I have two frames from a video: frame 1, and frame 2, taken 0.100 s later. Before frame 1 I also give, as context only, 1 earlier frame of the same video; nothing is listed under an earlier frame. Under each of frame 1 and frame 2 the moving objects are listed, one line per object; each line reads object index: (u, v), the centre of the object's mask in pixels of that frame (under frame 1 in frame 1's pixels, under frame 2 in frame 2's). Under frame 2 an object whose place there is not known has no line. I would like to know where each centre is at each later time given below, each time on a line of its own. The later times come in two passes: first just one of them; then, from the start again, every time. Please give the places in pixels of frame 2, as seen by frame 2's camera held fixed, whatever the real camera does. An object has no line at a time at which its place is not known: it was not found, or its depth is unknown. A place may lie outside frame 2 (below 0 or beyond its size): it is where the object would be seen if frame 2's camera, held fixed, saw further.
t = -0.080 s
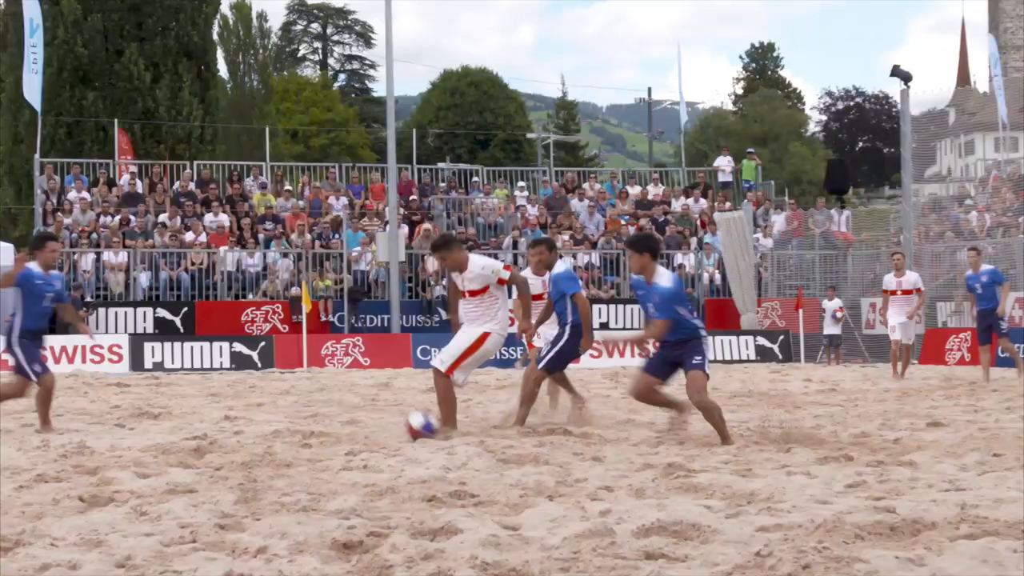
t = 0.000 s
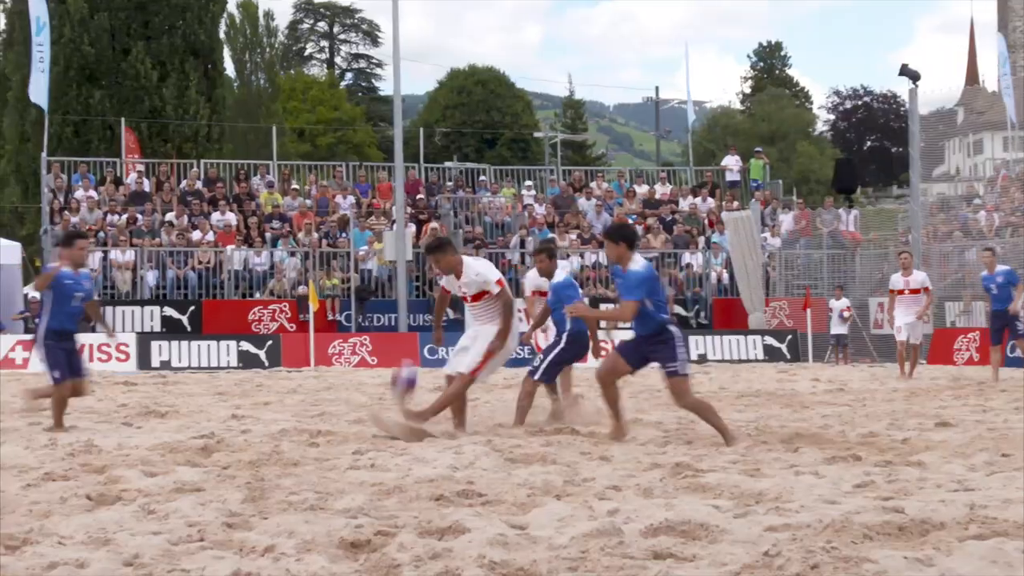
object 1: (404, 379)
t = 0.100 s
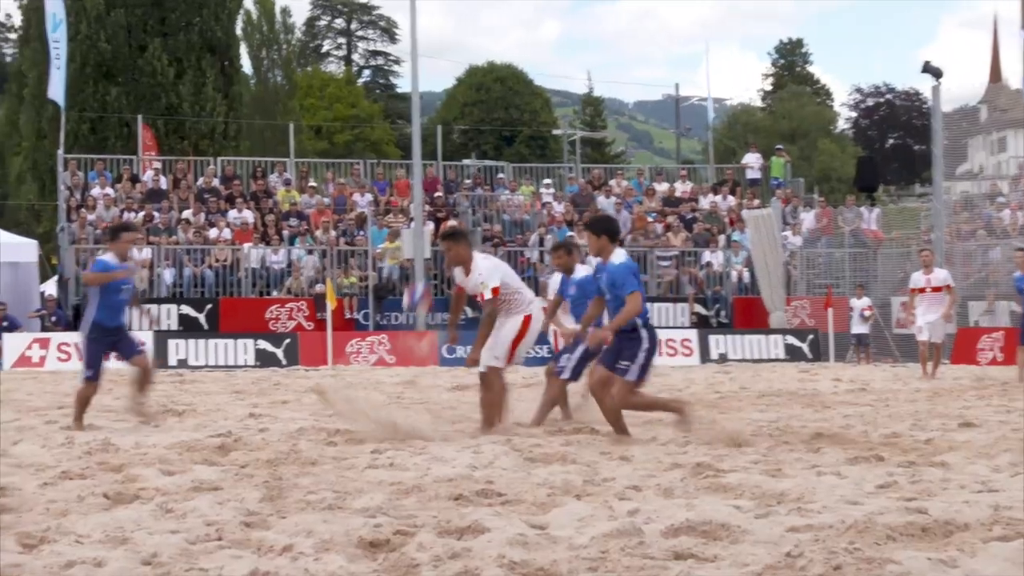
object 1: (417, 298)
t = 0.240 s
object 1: (416, 206)
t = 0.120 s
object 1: (417, 284)
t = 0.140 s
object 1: (416, 269)
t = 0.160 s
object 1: (416, 255)
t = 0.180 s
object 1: (414, 242)
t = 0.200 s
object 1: (414, 231)
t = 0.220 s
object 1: (415, 218)
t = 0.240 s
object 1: (416, 206)
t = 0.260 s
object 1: (415, 194)
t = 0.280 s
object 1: (415, 184)
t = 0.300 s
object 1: (414, 174)
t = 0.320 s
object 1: (413, 165)
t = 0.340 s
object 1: (412, 158)
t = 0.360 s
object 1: (410, 149)
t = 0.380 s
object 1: (410, 141)
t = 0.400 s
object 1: (410, 135)
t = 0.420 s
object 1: (410, 130)
